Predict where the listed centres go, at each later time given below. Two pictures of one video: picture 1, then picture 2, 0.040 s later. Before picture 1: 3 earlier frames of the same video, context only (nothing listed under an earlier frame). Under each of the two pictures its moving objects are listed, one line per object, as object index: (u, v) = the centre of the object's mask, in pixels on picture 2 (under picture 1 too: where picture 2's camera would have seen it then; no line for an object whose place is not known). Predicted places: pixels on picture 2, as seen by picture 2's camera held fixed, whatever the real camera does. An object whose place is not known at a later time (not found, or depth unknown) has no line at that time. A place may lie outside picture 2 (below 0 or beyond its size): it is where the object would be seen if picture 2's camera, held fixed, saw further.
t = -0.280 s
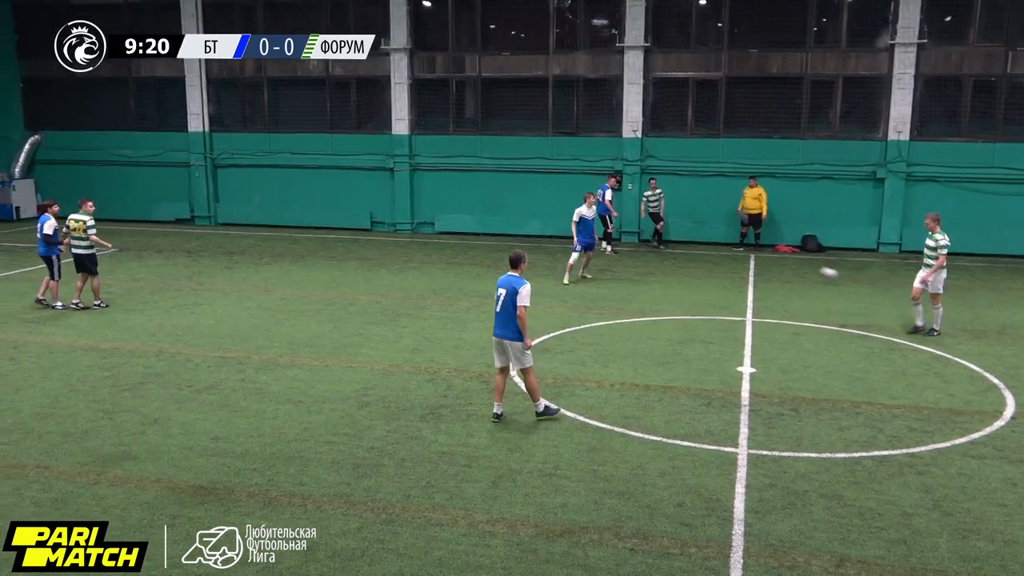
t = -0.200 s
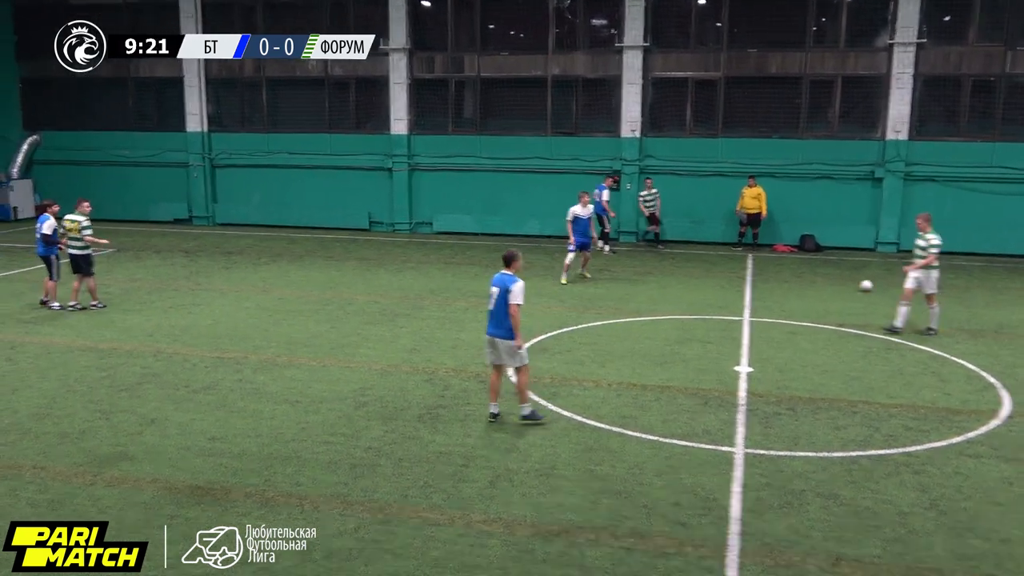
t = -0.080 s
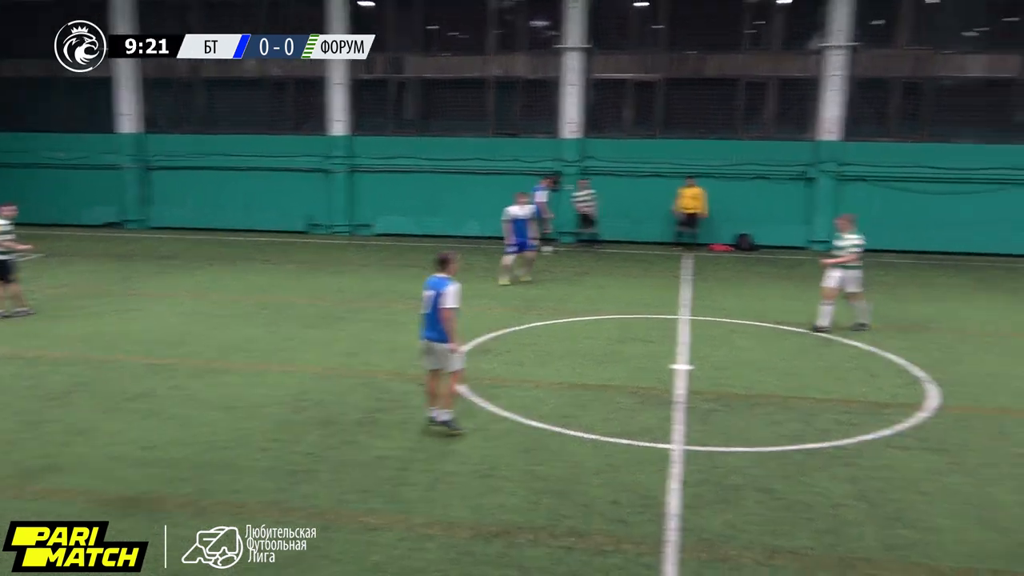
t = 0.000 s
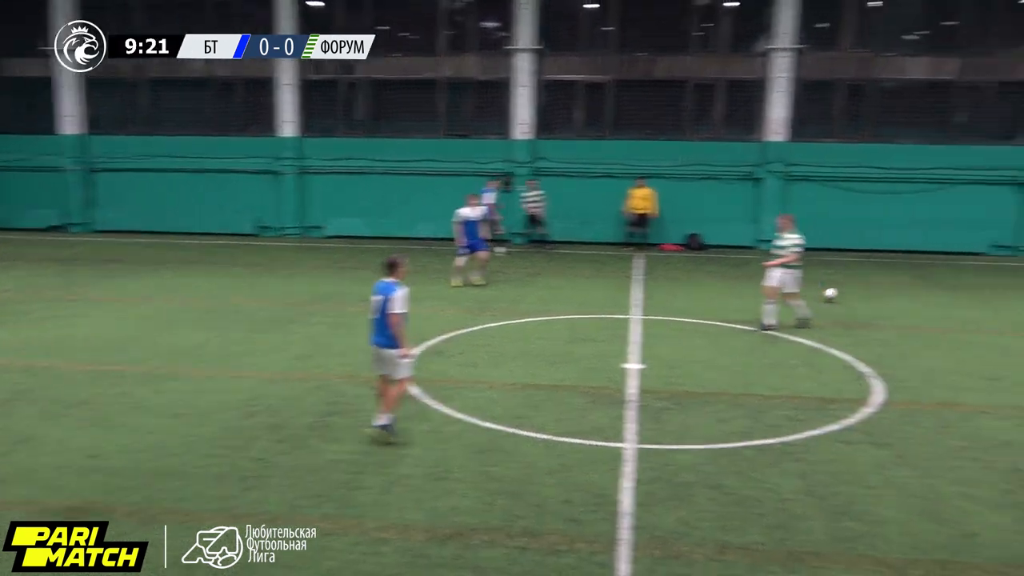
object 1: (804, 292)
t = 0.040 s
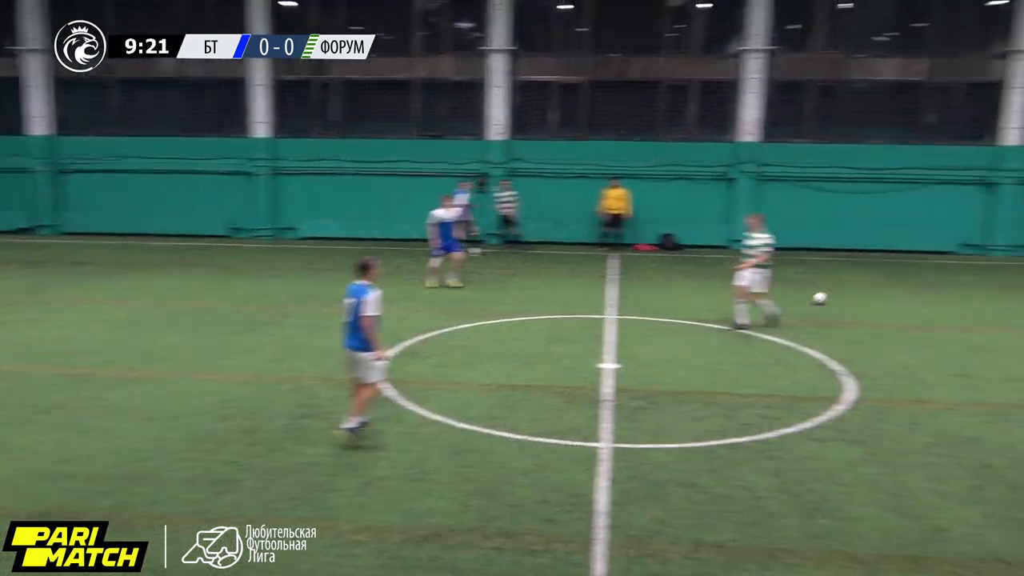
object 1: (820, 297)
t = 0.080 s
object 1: (834, 300)
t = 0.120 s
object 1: (848, 302)
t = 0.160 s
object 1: (864, 305)
